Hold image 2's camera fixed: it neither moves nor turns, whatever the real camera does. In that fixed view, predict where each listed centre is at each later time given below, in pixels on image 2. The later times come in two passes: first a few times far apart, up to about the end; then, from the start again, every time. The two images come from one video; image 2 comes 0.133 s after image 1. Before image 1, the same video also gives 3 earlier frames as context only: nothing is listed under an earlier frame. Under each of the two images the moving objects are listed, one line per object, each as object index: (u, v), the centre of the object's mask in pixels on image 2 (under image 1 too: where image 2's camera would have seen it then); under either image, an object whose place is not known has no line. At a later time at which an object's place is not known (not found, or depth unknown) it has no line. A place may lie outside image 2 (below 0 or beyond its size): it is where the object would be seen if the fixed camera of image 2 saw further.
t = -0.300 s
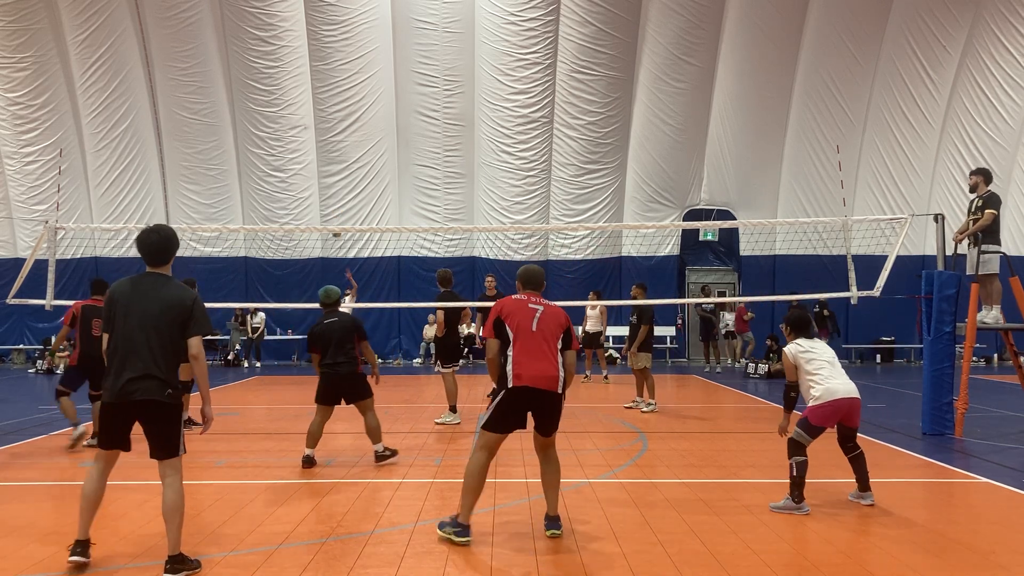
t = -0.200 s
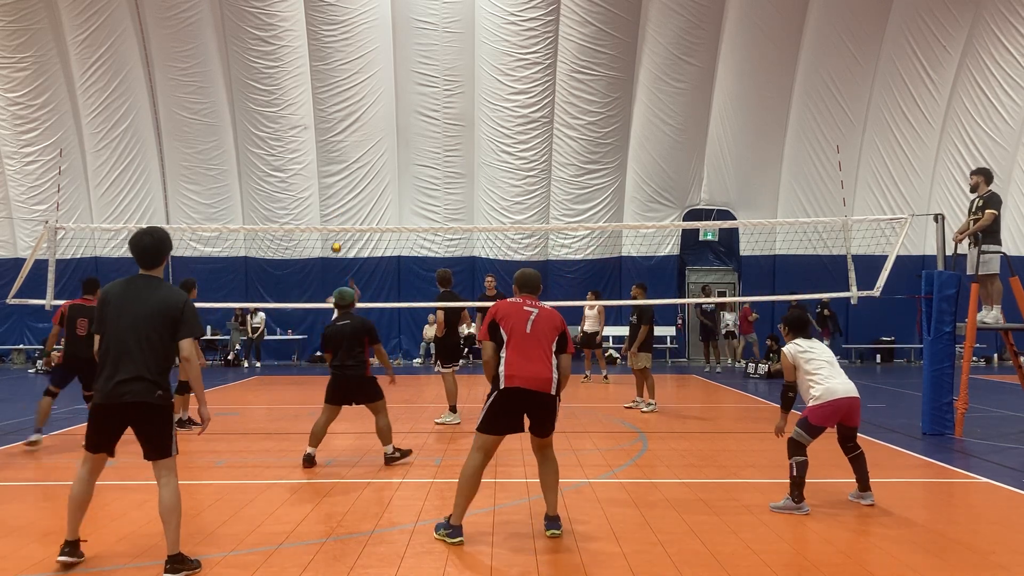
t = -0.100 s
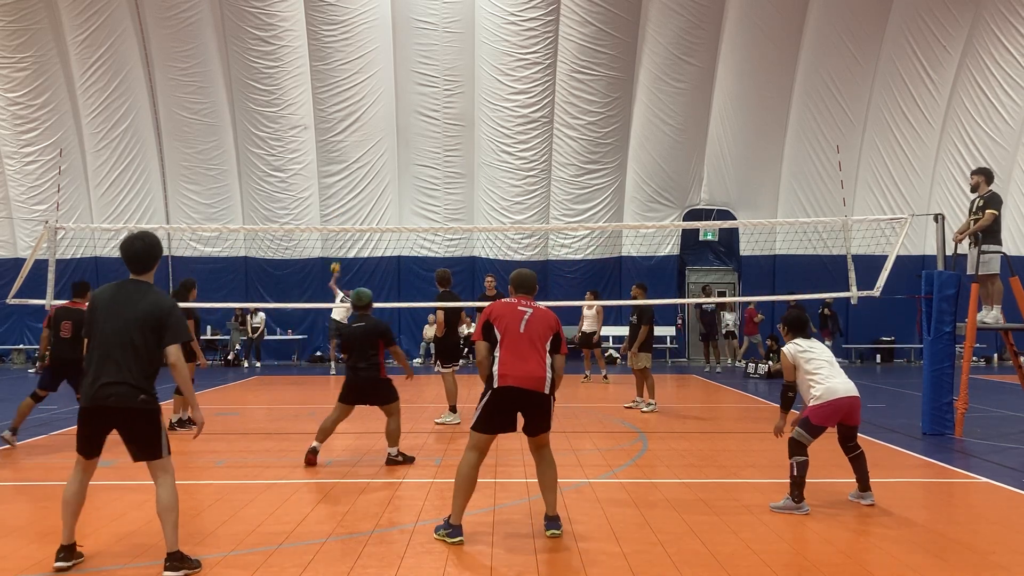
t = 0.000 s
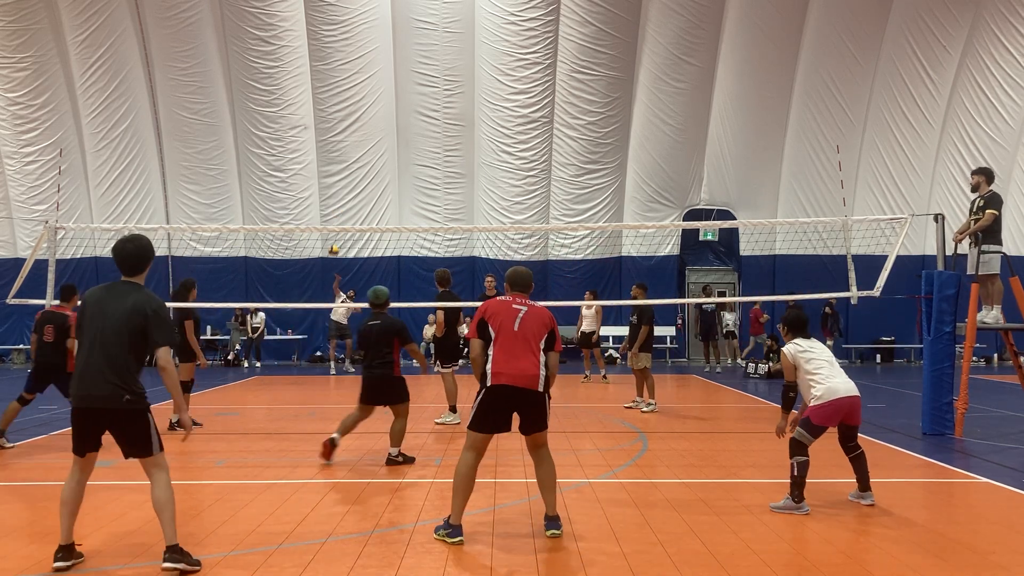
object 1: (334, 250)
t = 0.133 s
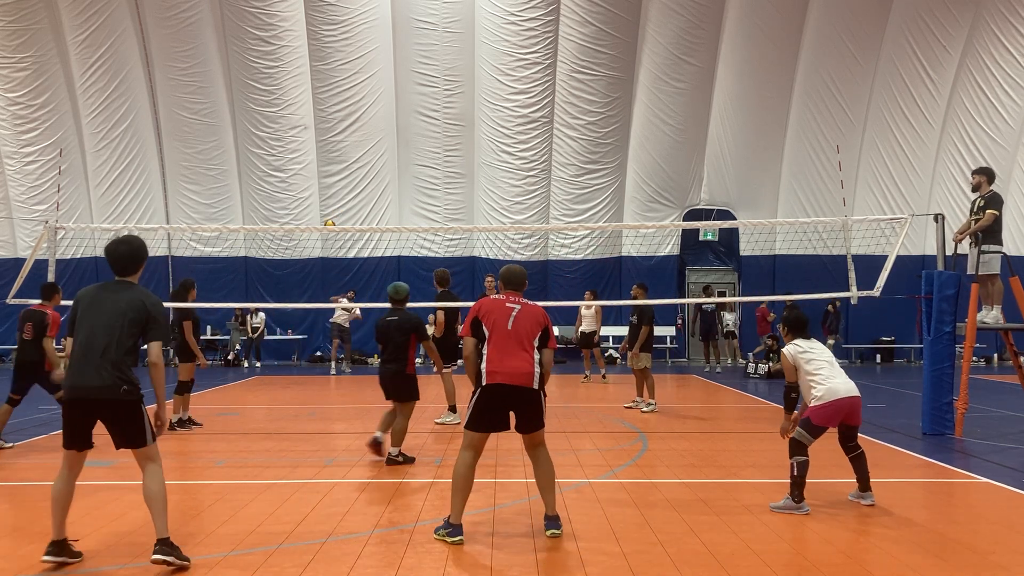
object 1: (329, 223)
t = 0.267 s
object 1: (326, 206)
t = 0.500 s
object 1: (315, 196)
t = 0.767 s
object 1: (301, 219)
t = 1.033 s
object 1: (289, 238)
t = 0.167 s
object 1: (329, 220)
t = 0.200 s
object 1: (327, 215)
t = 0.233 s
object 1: (327, 210)
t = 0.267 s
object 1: (326, 206)
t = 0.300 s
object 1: (324, 203)
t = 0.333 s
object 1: (322, 200)
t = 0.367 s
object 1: (321, 198)
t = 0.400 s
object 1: (319, 196)
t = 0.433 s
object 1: (318, 195)
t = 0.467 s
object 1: (316, 195)
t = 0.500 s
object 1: (315, 196)
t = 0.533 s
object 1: (313, 197)
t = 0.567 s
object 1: (311, 200)
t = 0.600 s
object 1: (310, 204)
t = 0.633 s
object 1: (307, 208)
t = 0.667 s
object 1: (306, 215)
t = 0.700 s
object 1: (304, 220)
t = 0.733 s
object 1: (302, 222)
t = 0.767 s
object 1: (301, 219)
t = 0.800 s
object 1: (299, 219)
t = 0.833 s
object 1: (298, 218)
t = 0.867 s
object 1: (297, 219)
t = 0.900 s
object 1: (295, 220)
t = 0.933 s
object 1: (294, 223)
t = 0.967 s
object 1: (292, 227)
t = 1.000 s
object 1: (291, 232)
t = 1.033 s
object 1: (289, 238)
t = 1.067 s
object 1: (287, 246)
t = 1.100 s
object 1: (286, 255)
